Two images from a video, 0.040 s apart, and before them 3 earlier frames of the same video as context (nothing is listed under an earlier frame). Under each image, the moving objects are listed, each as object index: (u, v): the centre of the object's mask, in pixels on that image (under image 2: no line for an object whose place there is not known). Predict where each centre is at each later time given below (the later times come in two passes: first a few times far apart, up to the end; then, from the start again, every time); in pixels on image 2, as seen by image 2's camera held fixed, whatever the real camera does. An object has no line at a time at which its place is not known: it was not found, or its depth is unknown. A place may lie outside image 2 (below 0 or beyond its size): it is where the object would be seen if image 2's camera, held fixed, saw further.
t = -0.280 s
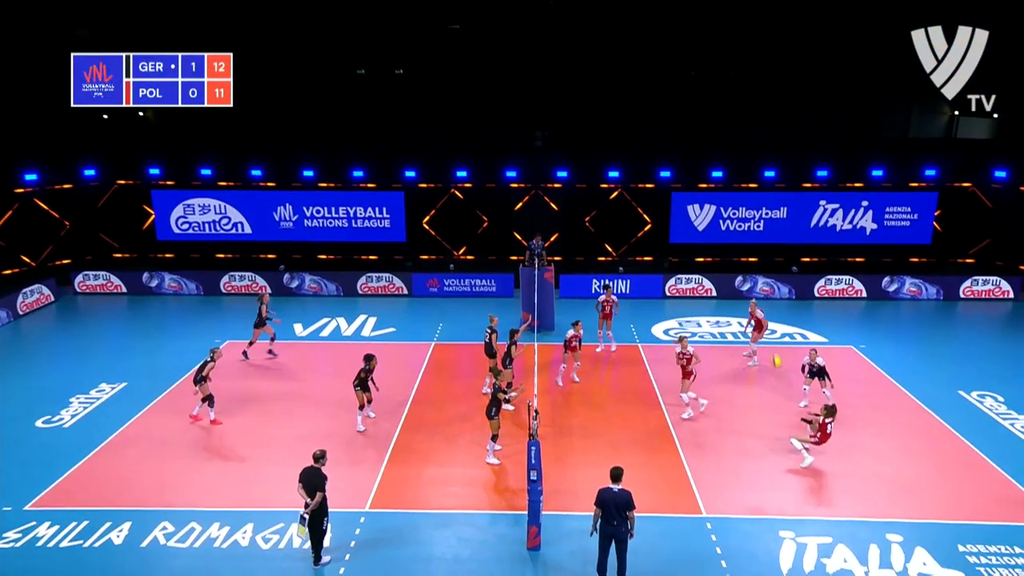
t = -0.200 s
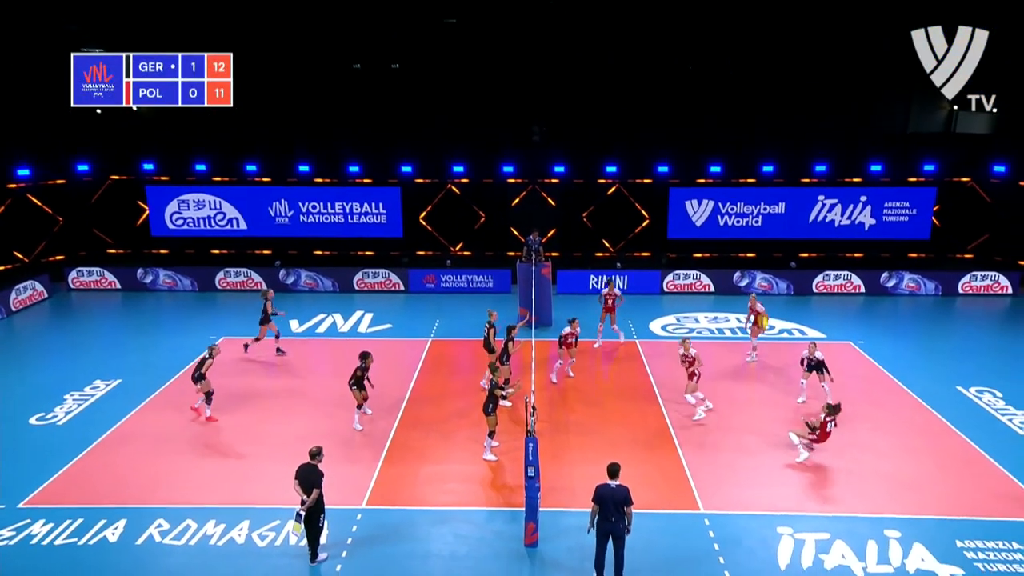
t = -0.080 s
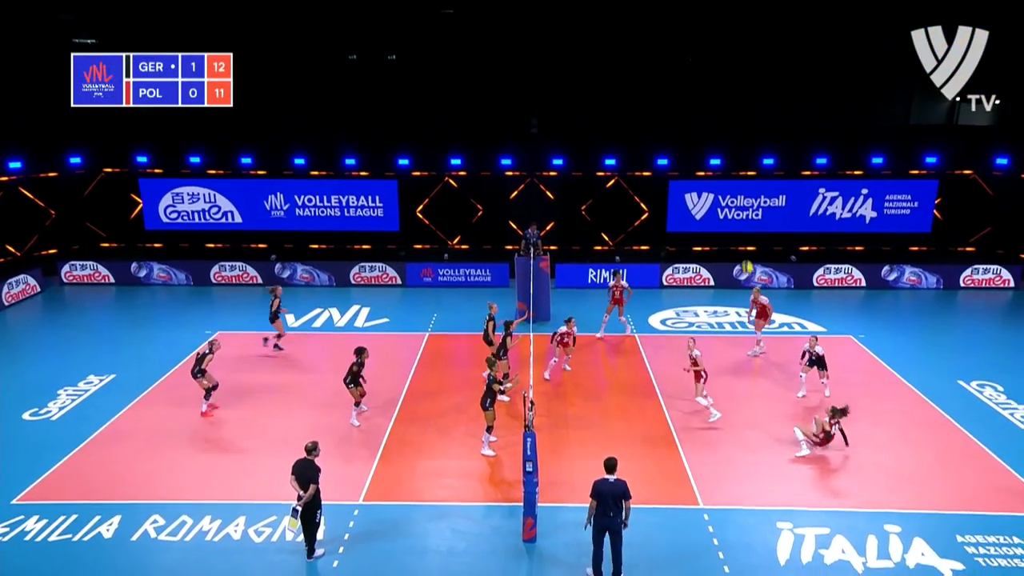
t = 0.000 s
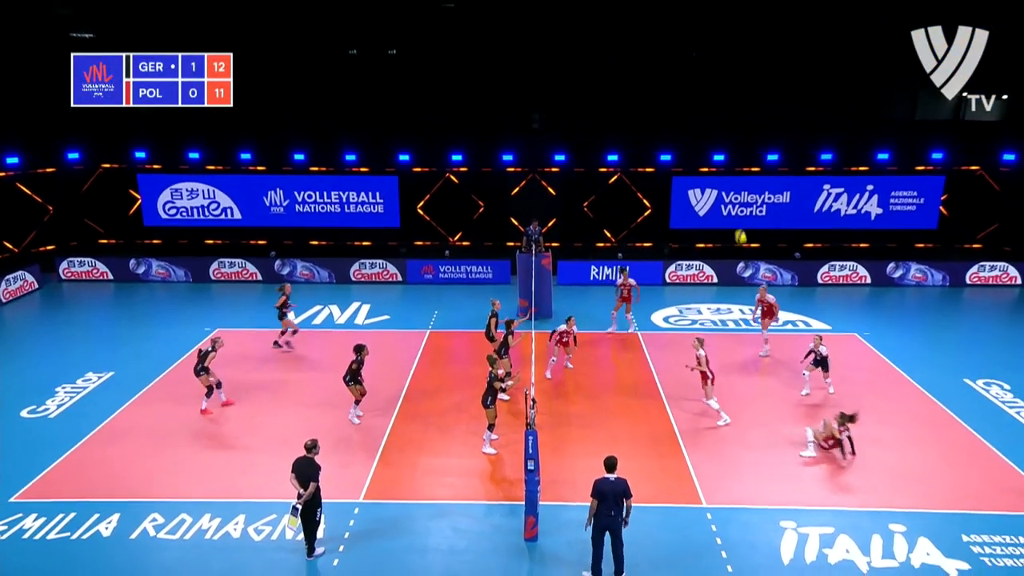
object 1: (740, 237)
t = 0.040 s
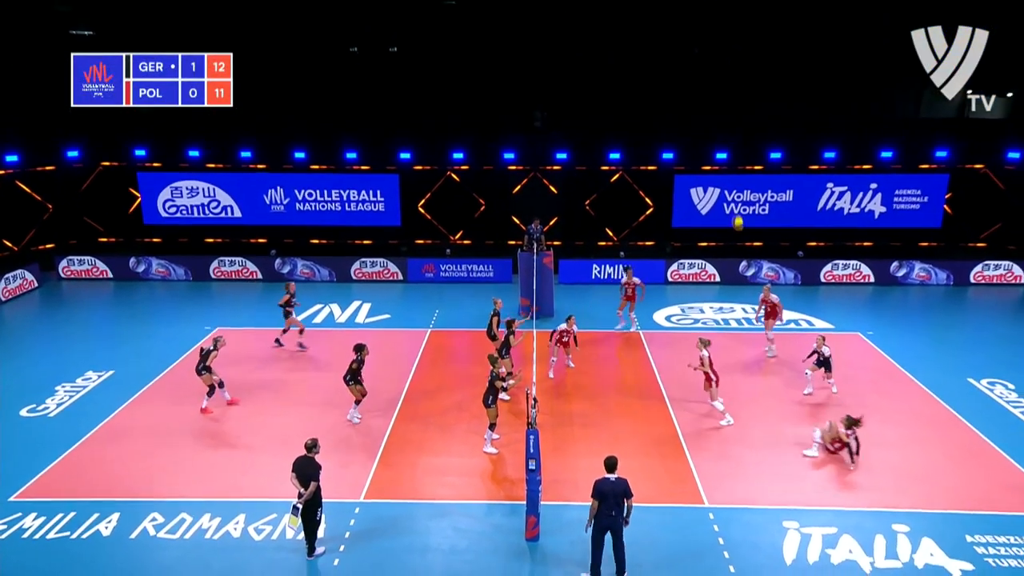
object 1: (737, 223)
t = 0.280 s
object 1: (706, 158)
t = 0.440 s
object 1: (685, 131)
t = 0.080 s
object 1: (733, 210)
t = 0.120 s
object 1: (727, 197)
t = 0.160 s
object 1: (722, 186)
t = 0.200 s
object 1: (717, 176)
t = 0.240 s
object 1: (712, 167)
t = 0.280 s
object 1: (706, 158)
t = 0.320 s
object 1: (701, 150)
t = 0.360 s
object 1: (696, 143)
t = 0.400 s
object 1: (690, 137)
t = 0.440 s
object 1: (685, 131)
